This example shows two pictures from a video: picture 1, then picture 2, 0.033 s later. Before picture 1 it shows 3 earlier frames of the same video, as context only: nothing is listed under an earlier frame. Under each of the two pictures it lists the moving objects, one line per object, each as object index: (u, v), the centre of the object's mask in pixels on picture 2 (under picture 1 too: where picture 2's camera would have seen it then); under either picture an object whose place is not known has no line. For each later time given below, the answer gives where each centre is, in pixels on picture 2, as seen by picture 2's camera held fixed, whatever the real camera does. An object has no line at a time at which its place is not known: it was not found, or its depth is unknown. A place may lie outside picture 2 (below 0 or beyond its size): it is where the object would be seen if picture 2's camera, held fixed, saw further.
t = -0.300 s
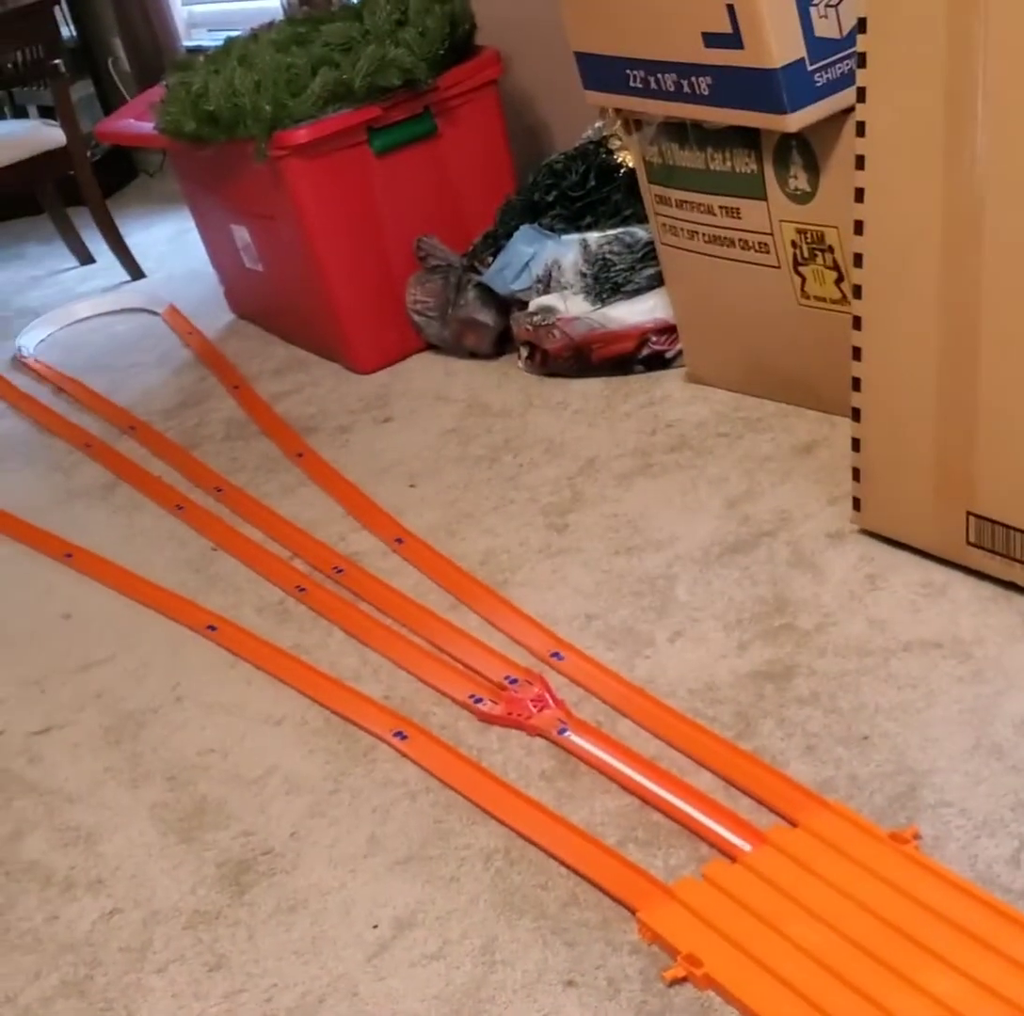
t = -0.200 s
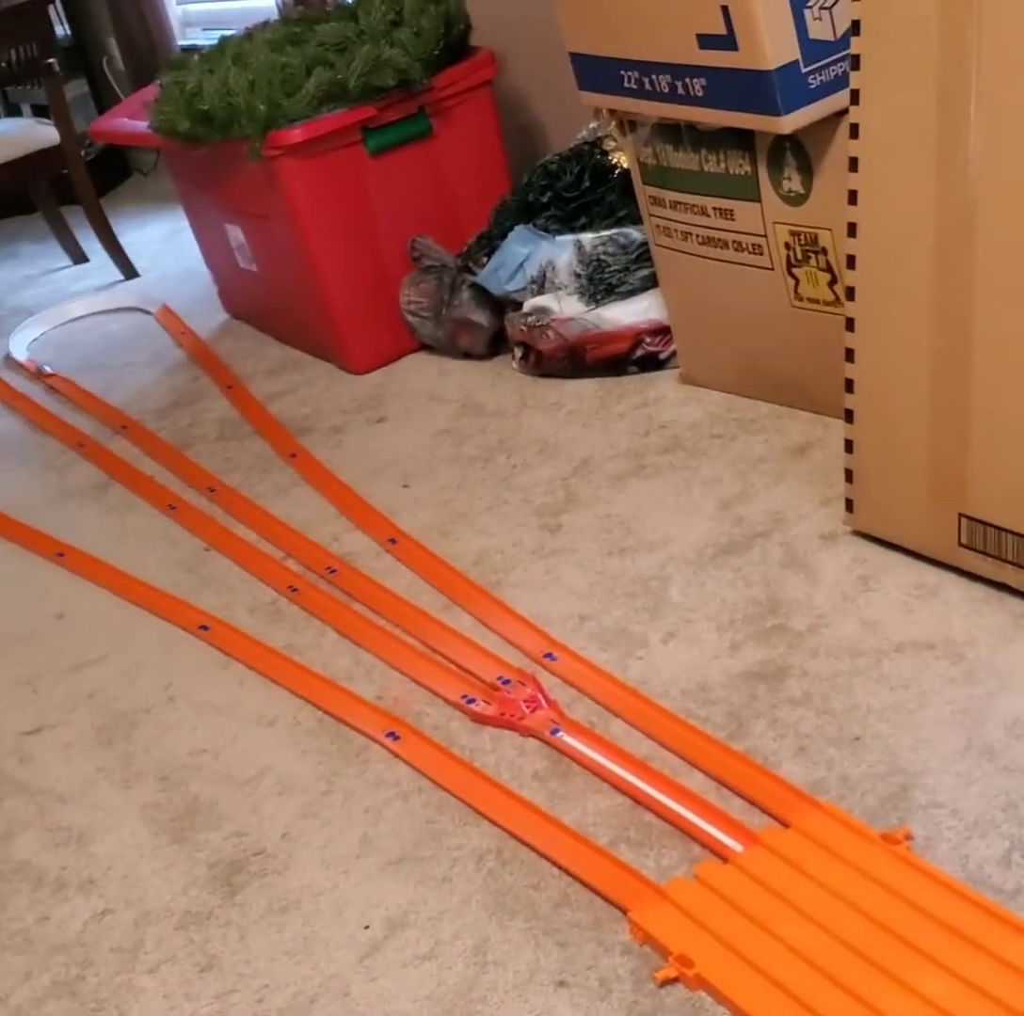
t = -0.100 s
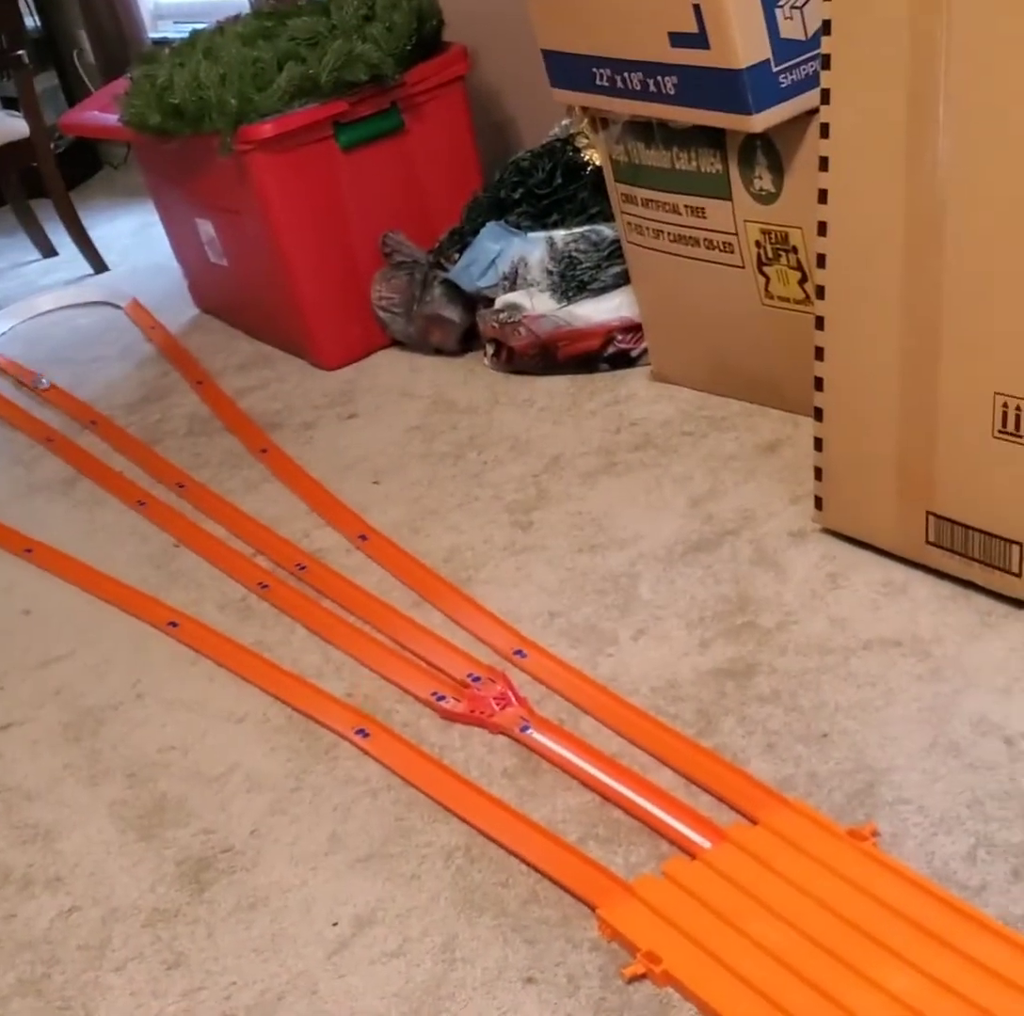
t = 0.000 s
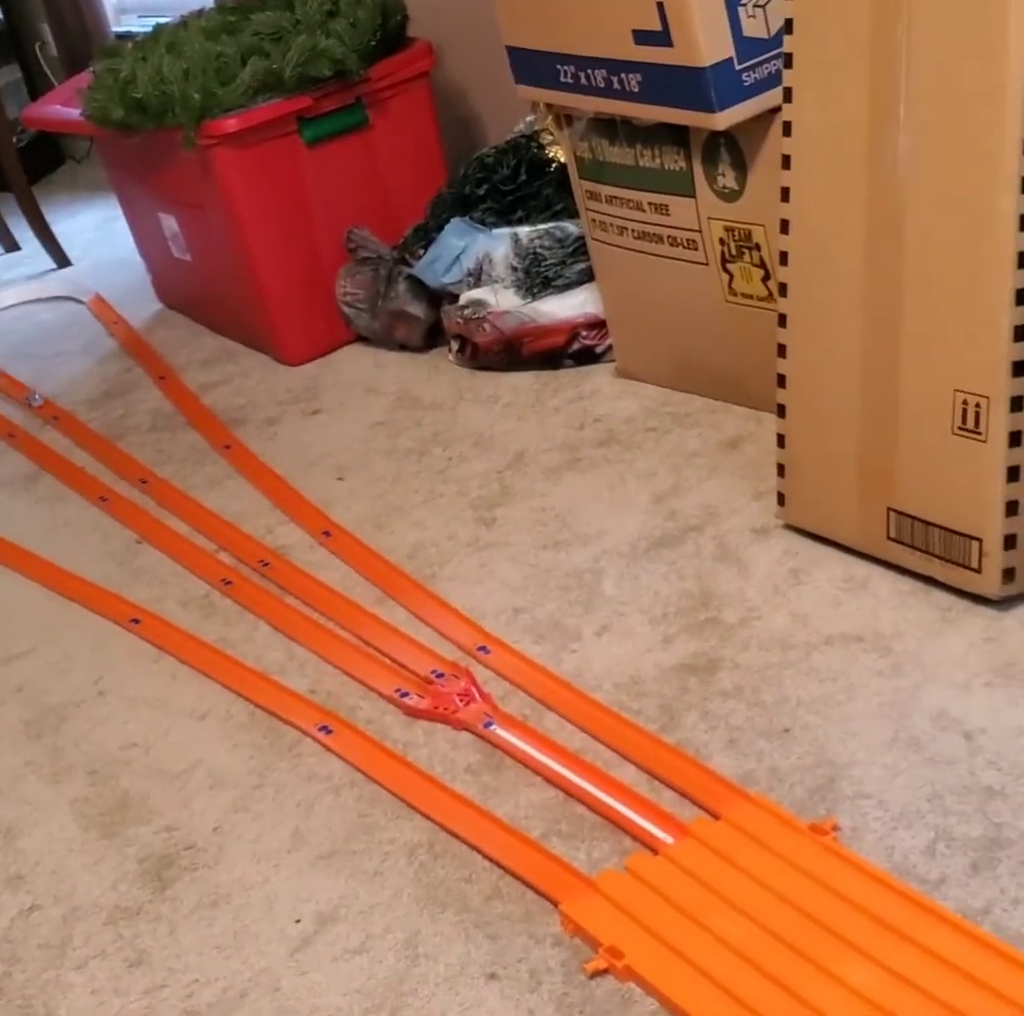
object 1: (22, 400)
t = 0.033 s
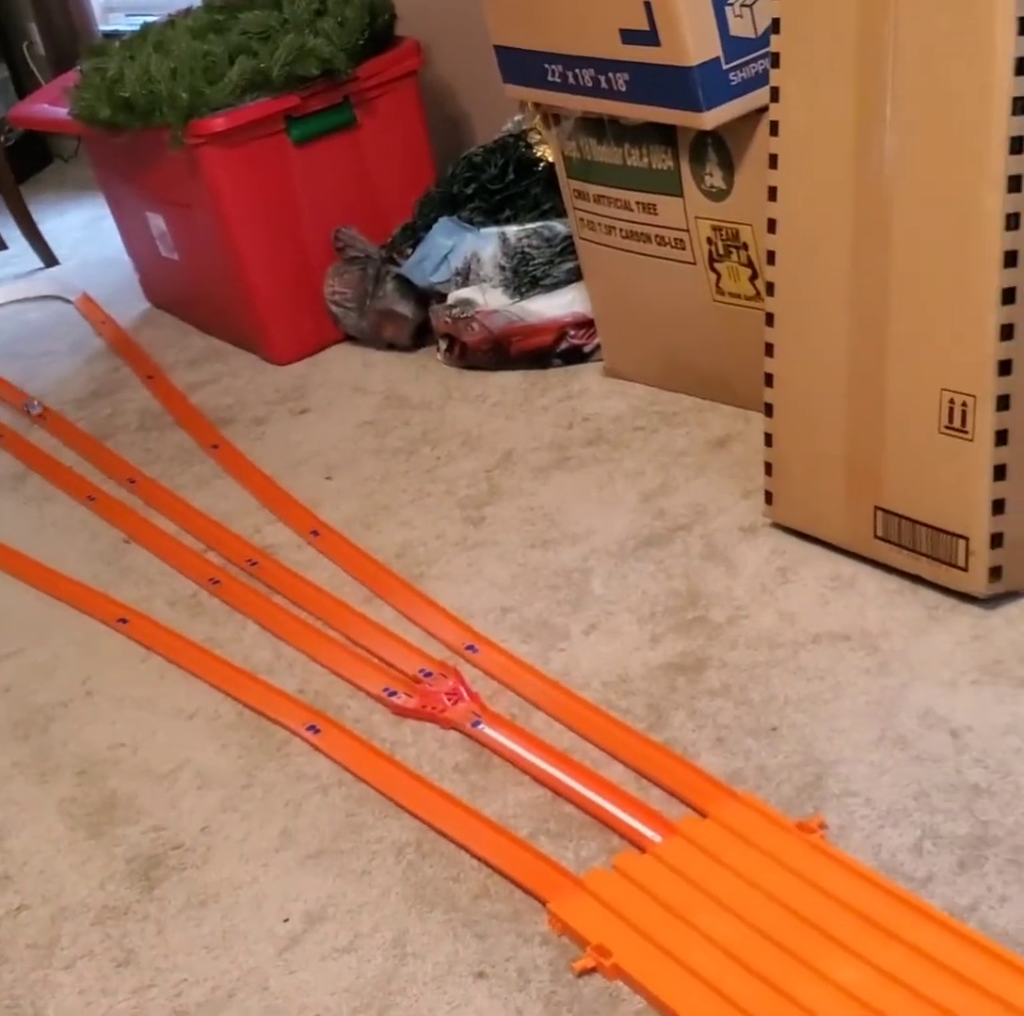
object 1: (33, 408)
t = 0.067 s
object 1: (44, 417)
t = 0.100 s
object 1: (53, 423)
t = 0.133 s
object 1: (67, 433)
